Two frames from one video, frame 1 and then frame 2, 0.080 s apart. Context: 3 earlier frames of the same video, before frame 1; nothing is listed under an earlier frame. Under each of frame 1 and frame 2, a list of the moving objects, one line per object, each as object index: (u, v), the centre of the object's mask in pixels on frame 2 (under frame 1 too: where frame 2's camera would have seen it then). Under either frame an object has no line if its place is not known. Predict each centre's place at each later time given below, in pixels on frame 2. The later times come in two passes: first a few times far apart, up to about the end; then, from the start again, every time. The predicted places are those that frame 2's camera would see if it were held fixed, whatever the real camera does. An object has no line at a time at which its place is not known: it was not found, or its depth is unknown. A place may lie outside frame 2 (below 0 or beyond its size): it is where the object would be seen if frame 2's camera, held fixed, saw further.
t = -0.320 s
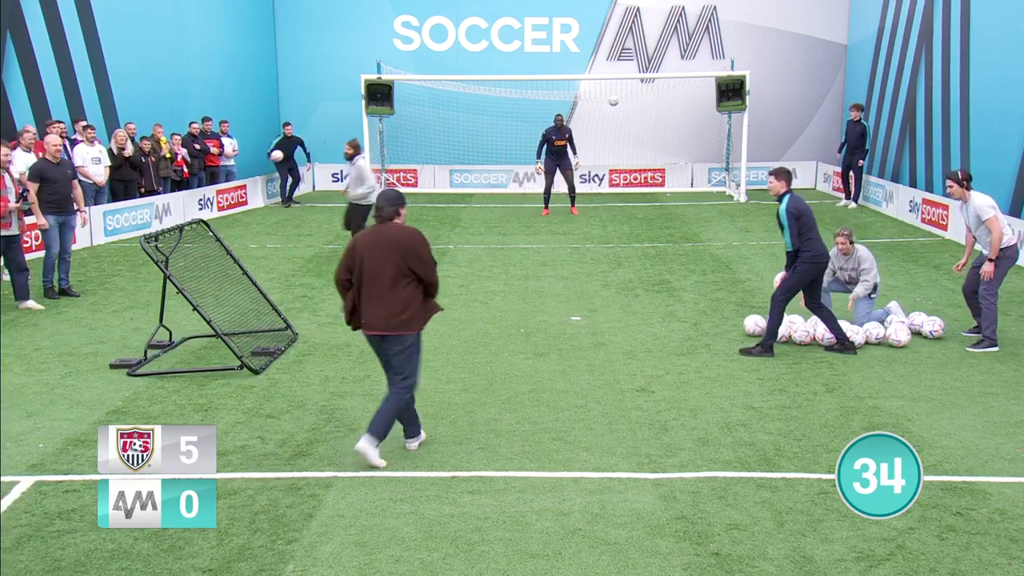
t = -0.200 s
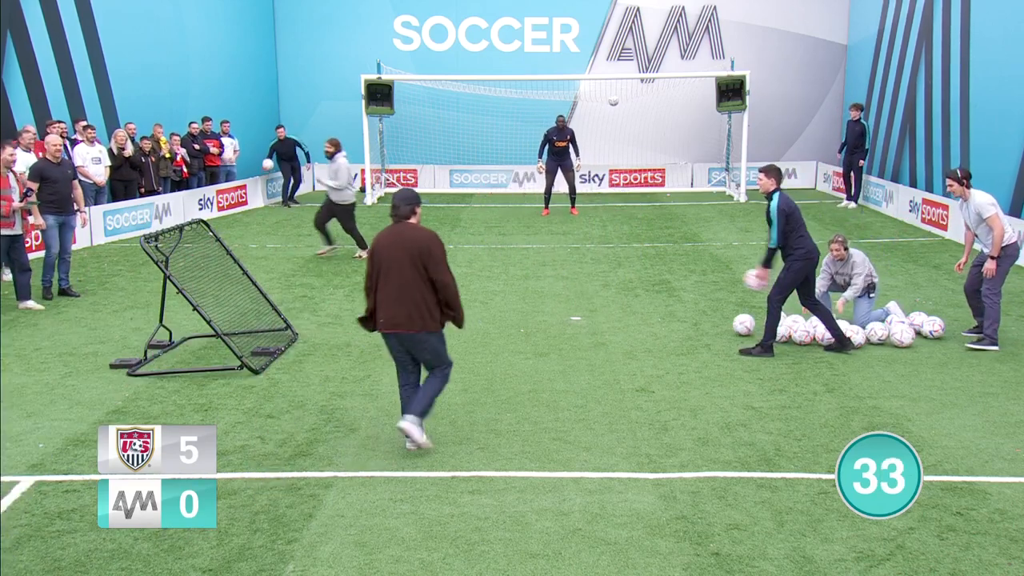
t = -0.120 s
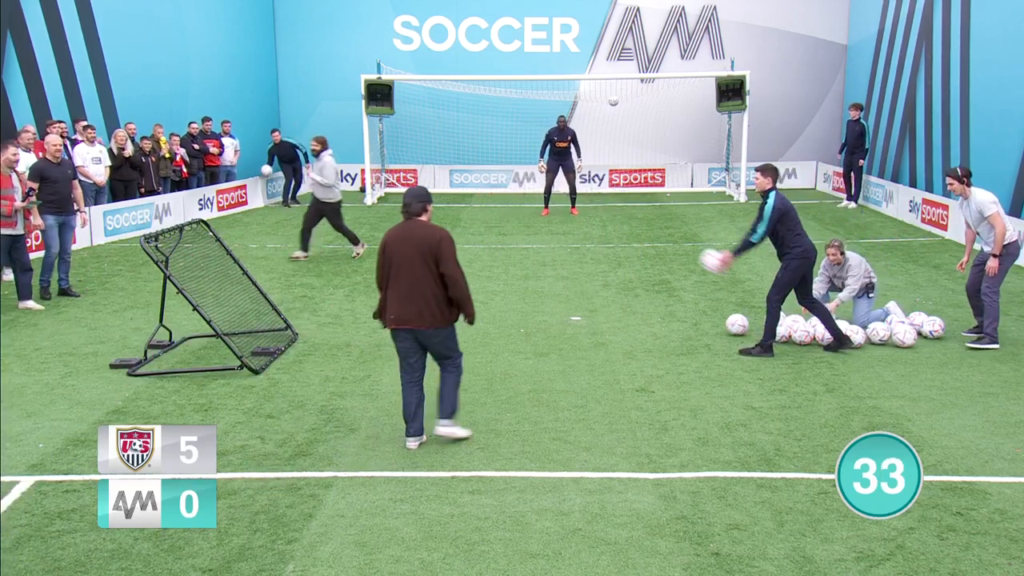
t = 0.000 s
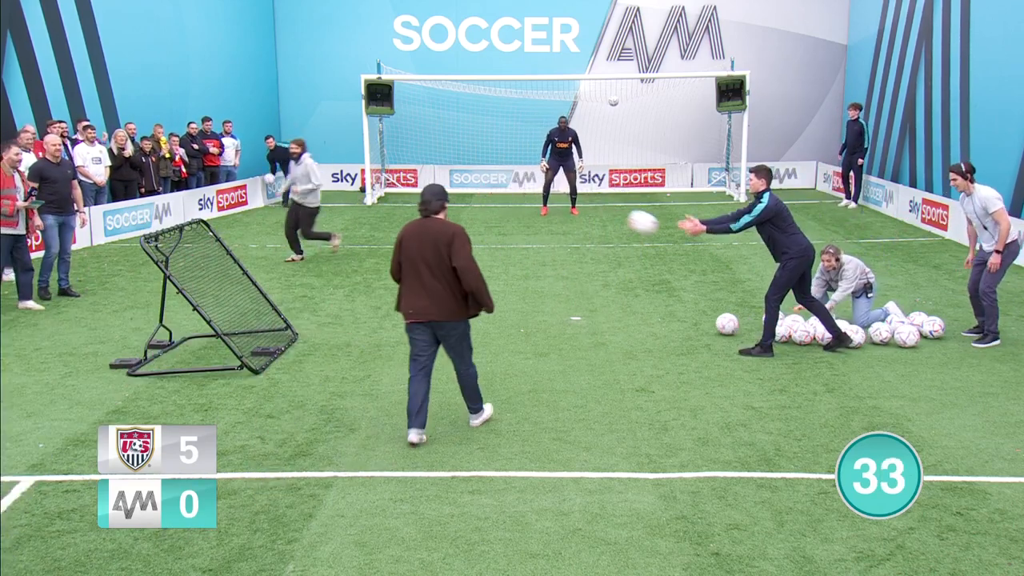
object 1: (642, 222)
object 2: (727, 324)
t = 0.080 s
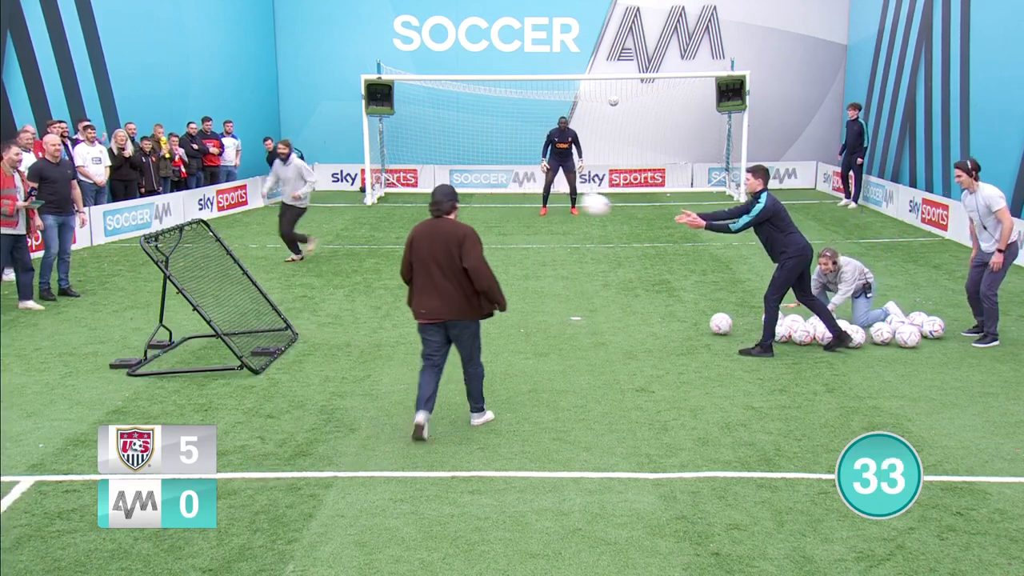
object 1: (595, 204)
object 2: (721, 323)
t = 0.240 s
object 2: (709, 323)
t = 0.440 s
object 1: (385, 205)
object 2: (695, 324)
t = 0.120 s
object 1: (570, 197)
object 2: (718, 323)
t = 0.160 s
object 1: (547, 193)
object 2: (715, 323)
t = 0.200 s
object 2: (712, 323)
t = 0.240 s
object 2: (709, 323)
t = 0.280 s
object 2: (706, 323)
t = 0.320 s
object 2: (703, 324)
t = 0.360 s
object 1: (430, 193)
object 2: (700, 324)
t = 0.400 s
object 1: (408, 198)
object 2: (697, 324)
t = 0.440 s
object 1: (385, 205)
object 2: (695, 324)
